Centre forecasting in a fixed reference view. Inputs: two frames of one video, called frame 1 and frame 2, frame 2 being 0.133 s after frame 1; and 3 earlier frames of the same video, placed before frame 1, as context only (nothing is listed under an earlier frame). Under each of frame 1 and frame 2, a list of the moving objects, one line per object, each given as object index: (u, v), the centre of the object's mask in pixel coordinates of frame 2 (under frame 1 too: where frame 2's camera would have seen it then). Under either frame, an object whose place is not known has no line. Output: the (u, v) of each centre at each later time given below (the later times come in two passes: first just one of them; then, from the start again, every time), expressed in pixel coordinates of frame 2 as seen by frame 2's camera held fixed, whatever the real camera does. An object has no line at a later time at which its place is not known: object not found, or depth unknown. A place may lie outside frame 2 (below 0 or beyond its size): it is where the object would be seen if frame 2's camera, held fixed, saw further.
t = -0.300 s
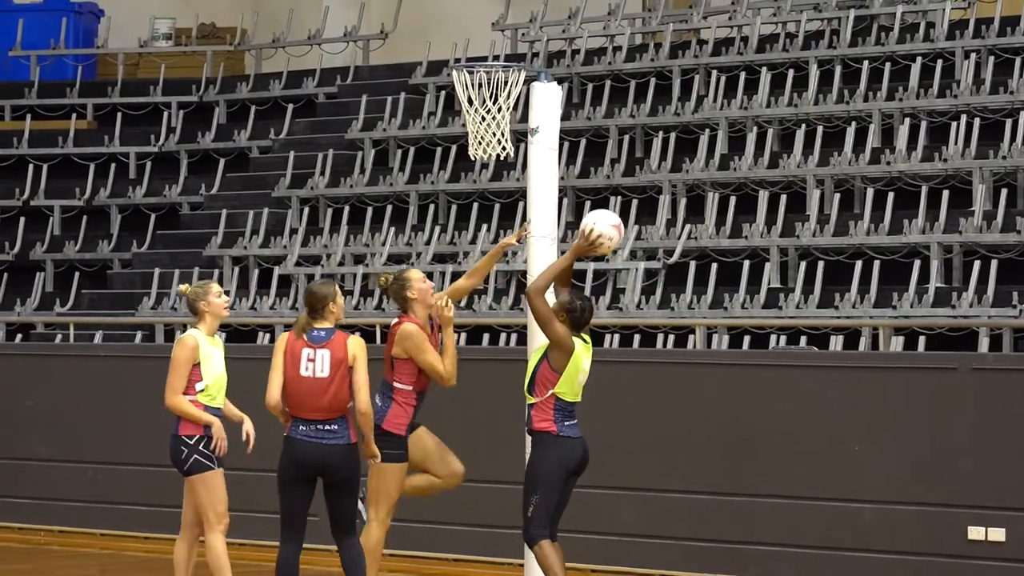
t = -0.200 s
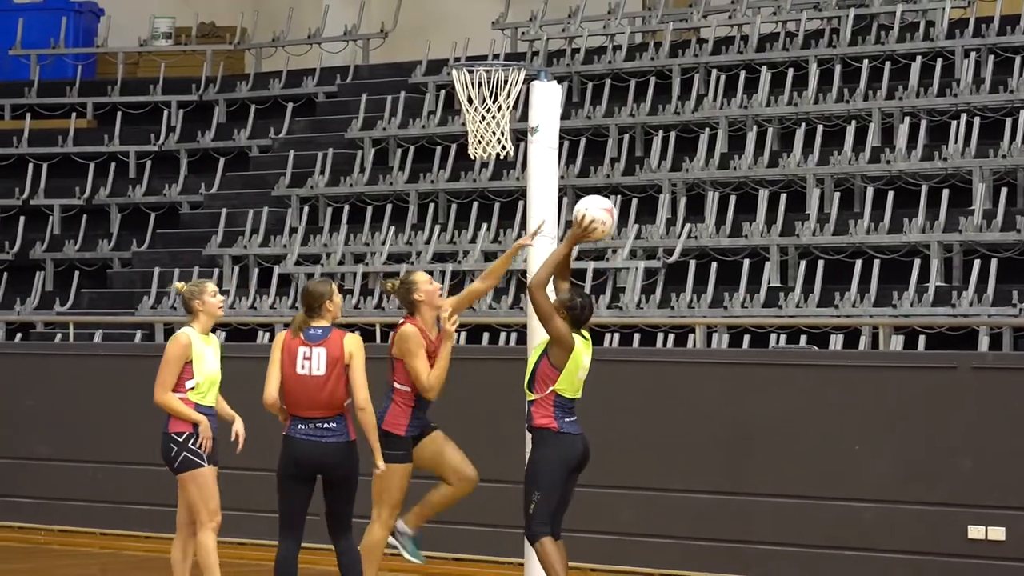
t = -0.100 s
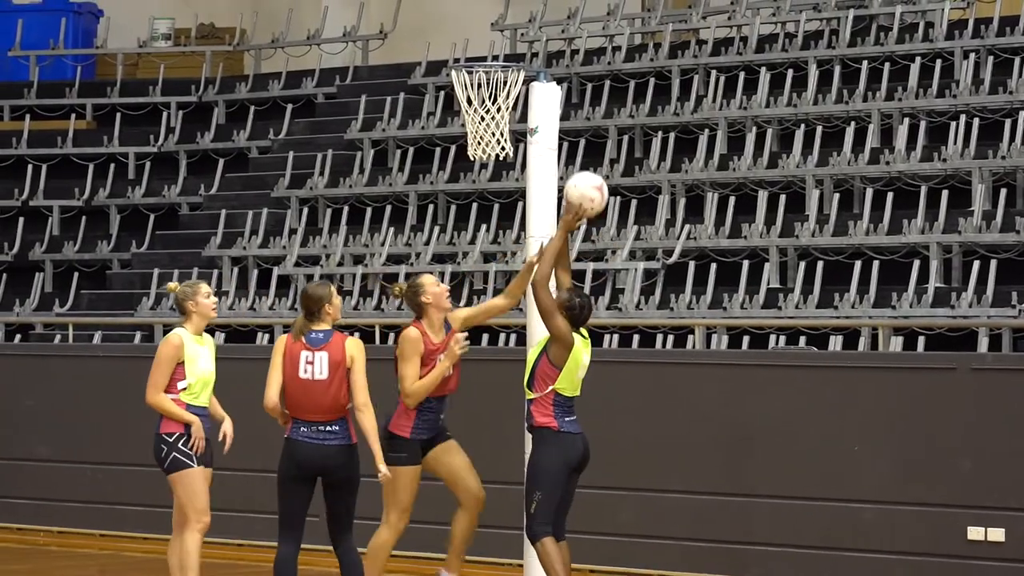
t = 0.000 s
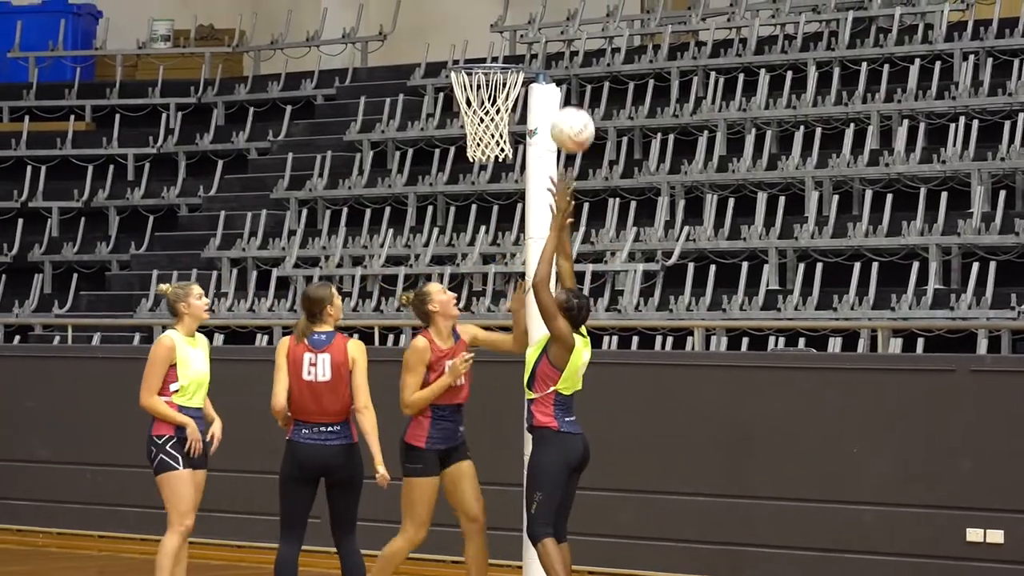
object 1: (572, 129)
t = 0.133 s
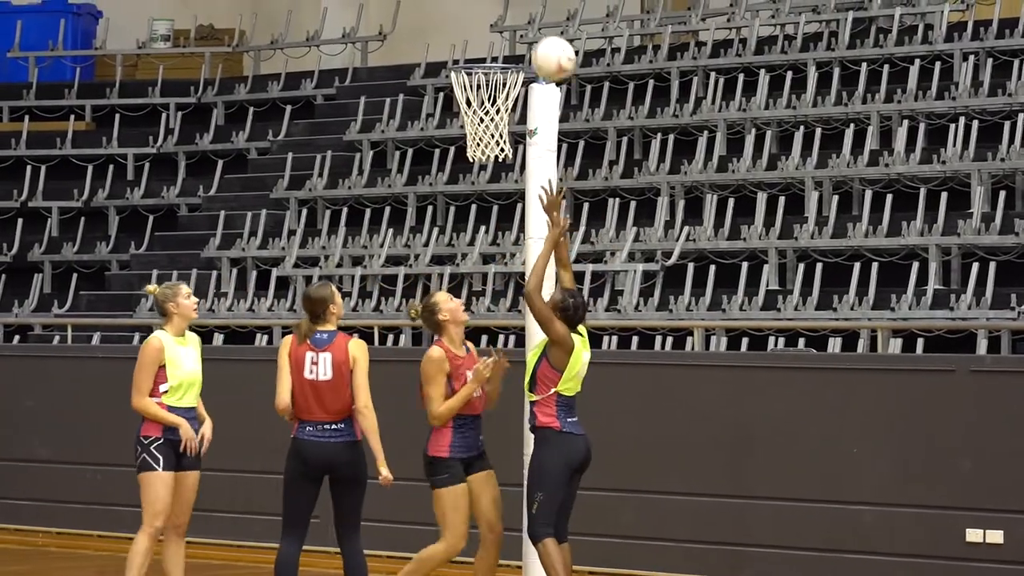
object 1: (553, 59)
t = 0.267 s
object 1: (535, 21)
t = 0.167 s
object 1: (548, 46)
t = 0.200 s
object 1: (544, 35)
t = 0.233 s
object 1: (539, 27)
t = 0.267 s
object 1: (535, 21)
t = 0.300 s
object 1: (530, 20)
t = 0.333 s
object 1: (525, 20)
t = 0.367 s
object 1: (521, 21)
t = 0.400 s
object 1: (516, 23)
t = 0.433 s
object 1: (511, 26)
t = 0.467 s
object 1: (506, 31)
